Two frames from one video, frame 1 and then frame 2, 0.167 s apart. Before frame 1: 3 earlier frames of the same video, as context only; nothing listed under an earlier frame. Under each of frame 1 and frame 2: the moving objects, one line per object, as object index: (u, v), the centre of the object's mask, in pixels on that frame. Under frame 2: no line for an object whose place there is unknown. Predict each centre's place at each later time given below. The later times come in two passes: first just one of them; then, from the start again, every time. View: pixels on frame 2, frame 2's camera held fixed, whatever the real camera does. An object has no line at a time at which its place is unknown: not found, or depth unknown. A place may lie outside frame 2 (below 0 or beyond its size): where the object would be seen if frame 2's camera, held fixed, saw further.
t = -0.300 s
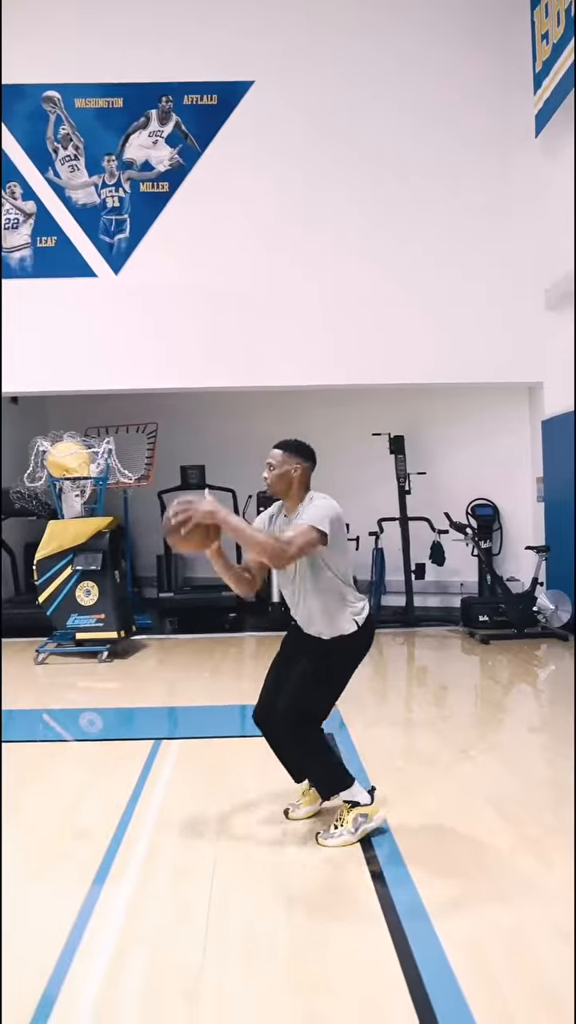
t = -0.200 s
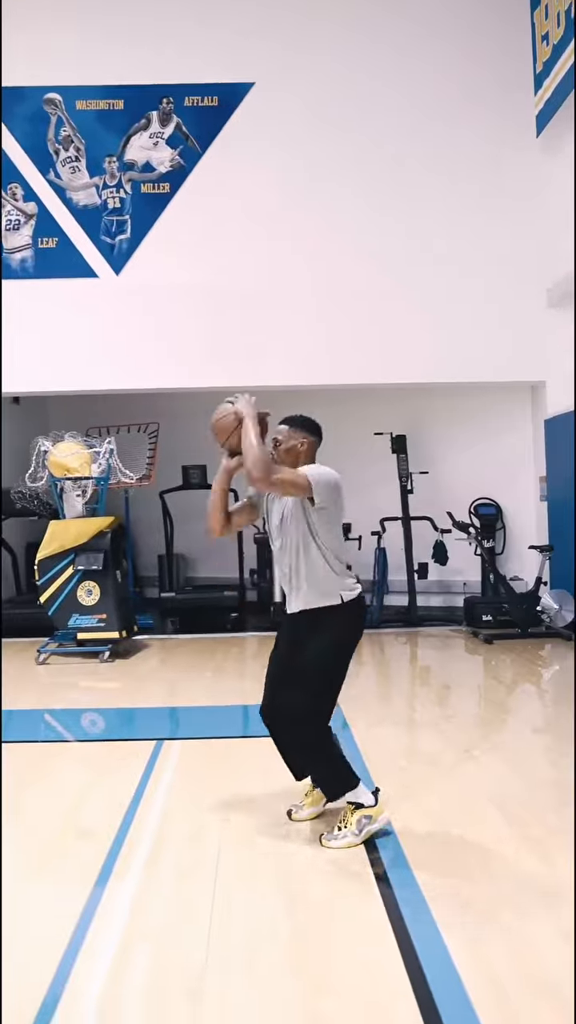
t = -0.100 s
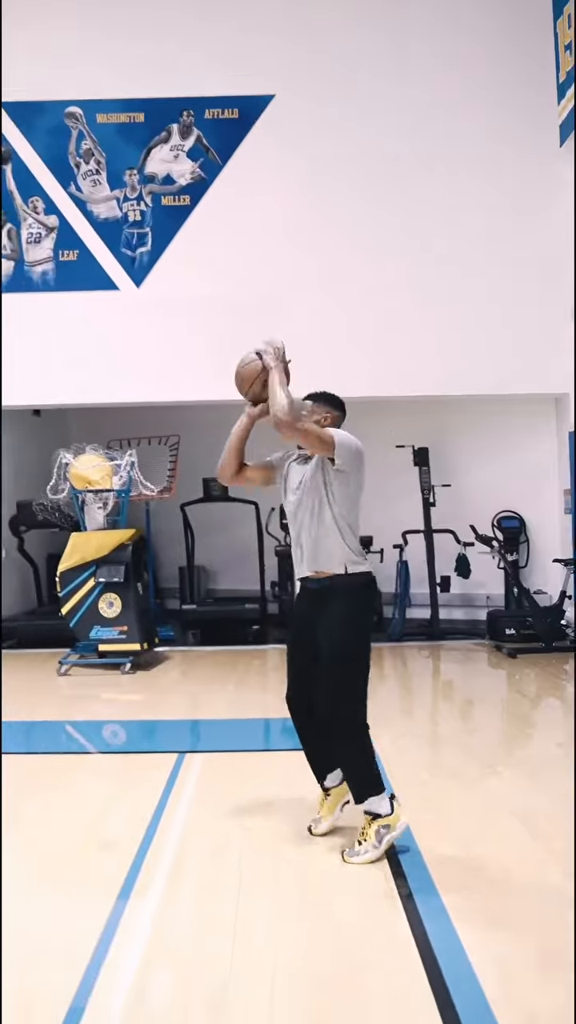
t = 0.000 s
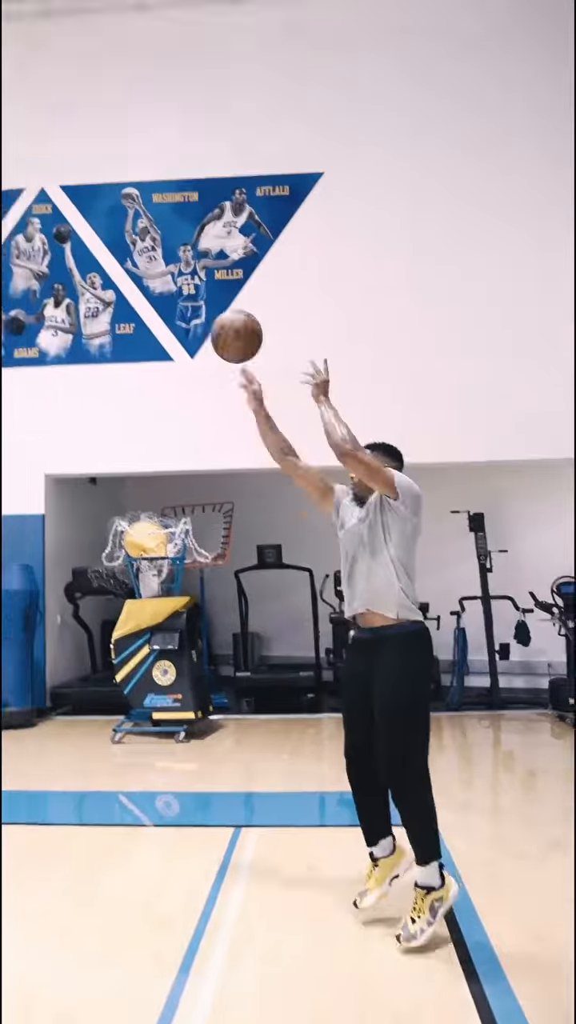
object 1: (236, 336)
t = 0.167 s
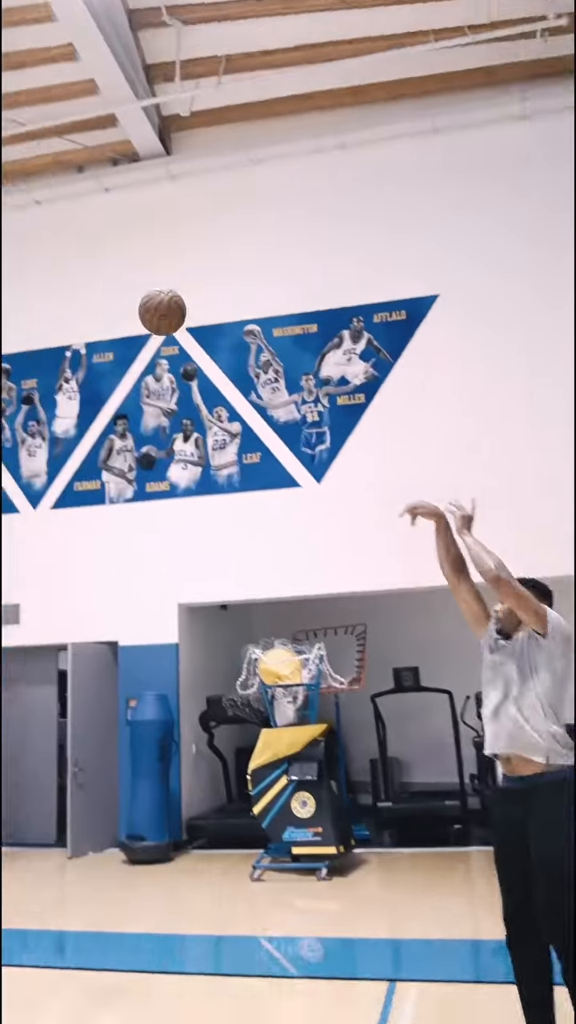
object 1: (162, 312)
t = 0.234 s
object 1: (92, 271)
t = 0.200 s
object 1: (125, 290)
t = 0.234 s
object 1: (92, 271)
